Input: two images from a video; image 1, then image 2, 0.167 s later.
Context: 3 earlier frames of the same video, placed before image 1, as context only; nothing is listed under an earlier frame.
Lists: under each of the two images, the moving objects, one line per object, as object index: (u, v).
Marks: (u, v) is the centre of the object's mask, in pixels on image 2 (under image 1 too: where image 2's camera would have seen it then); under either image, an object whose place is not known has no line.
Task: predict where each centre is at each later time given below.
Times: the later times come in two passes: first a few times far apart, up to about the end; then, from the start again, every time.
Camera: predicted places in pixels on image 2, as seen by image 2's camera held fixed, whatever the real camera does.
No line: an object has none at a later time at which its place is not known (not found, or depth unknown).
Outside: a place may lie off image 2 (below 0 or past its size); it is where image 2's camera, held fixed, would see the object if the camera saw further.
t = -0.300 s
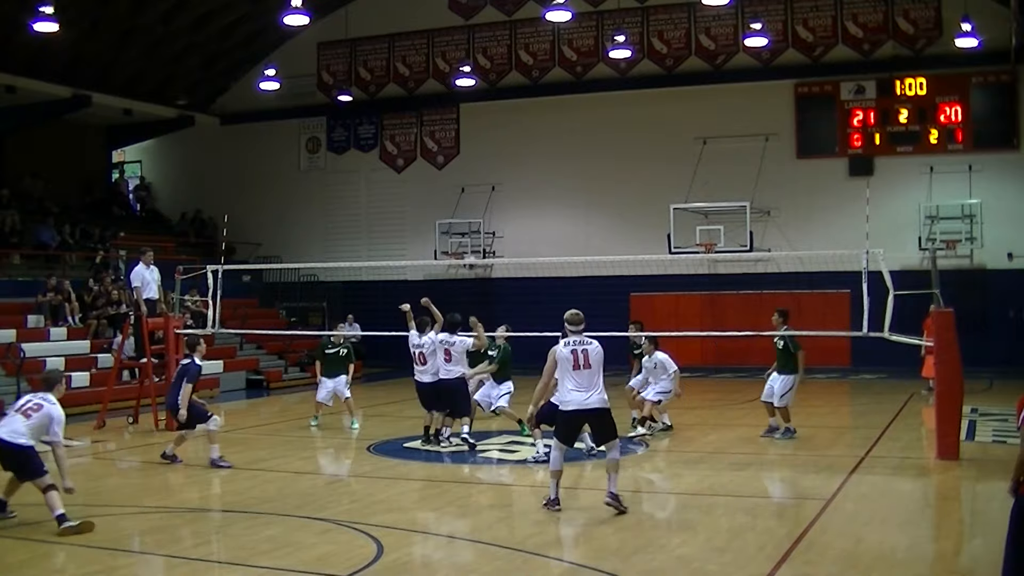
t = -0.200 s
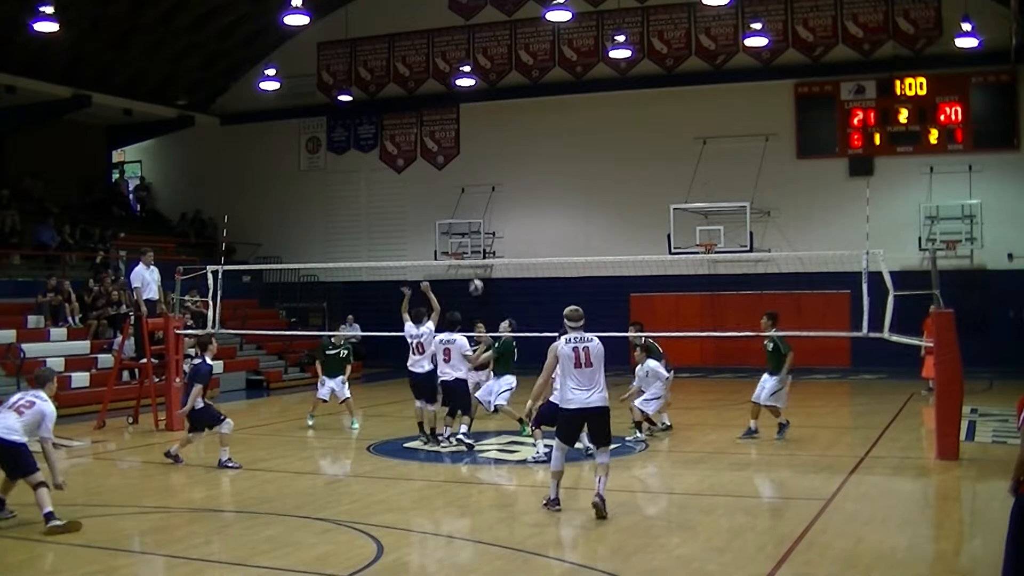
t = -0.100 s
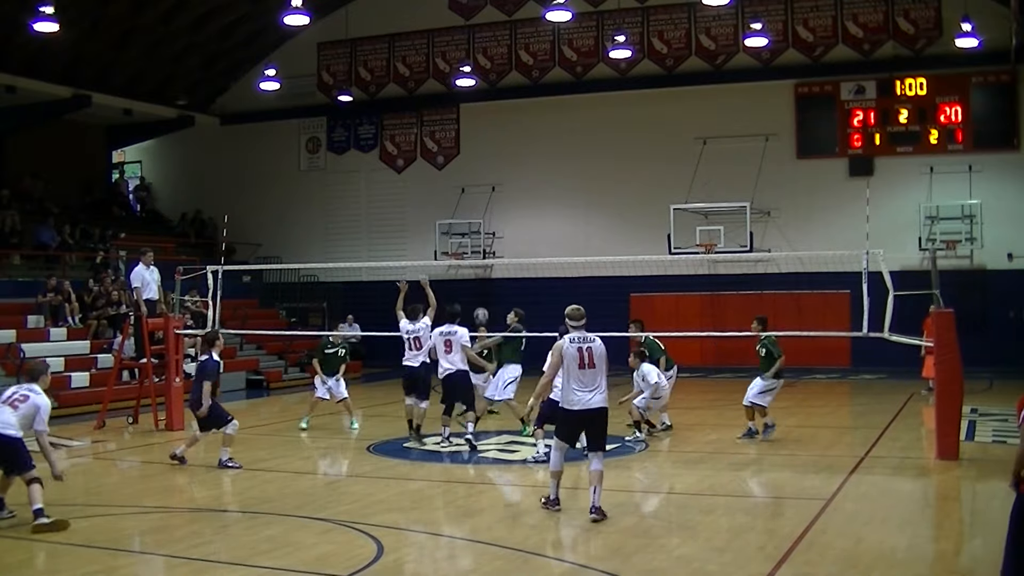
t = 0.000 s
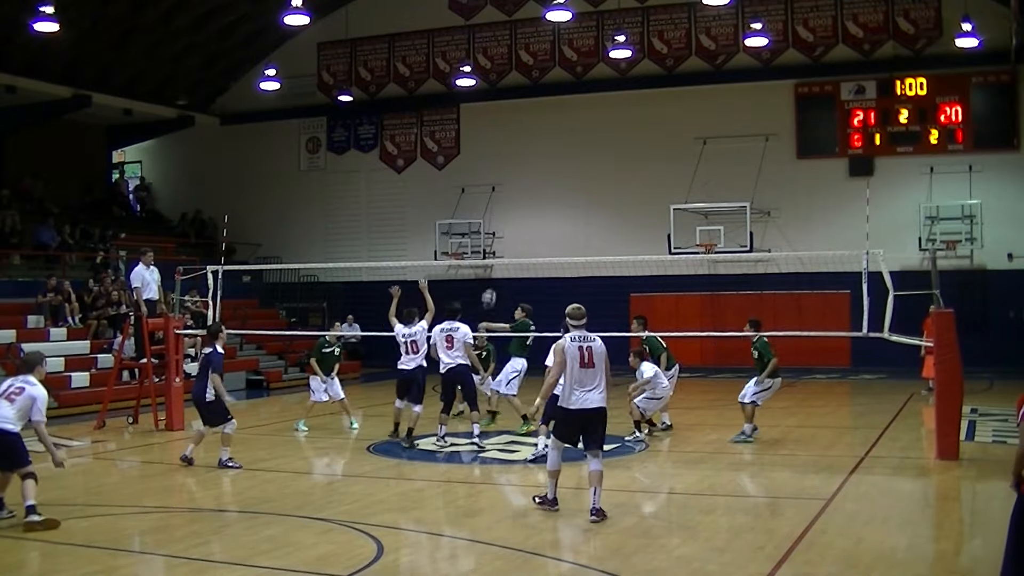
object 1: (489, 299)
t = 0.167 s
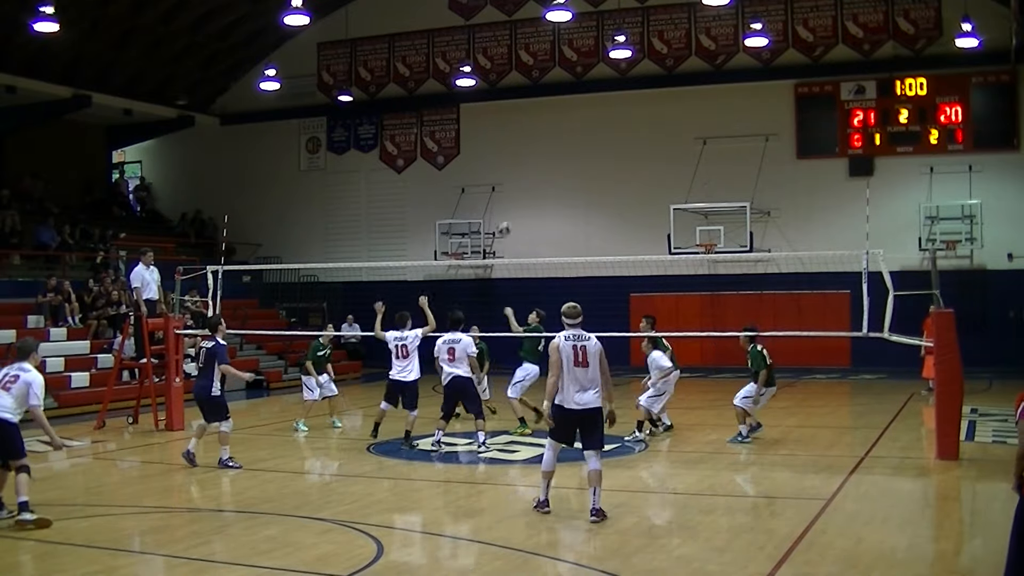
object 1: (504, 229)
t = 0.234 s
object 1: (510, 205)
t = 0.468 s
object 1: (532, 151)
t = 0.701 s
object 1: (554, 135)
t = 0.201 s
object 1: (507, 217)
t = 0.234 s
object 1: (510, 205)
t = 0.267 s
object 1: (514, 196)
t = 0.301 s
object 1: (517, 186)
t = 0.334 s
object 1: (520, 177)
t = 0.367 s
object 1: (522, 170)
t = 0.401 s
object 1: (526, 163)
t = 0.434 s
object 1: (529, 156)
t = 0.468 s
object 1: (532, 151)
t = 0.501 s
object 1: (535, 147)
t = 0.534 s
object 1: (538, 143)
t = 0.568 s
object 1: (542, 140)
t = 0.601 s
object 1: (545, 137)
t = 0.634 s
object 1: (548, 136)
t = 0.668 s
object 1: (551, 135)
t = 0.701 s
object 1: (554, 135)
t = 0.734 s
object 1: (557, 135)
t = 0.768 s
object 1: (560, 136)
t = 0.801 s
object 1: (564, 138)
